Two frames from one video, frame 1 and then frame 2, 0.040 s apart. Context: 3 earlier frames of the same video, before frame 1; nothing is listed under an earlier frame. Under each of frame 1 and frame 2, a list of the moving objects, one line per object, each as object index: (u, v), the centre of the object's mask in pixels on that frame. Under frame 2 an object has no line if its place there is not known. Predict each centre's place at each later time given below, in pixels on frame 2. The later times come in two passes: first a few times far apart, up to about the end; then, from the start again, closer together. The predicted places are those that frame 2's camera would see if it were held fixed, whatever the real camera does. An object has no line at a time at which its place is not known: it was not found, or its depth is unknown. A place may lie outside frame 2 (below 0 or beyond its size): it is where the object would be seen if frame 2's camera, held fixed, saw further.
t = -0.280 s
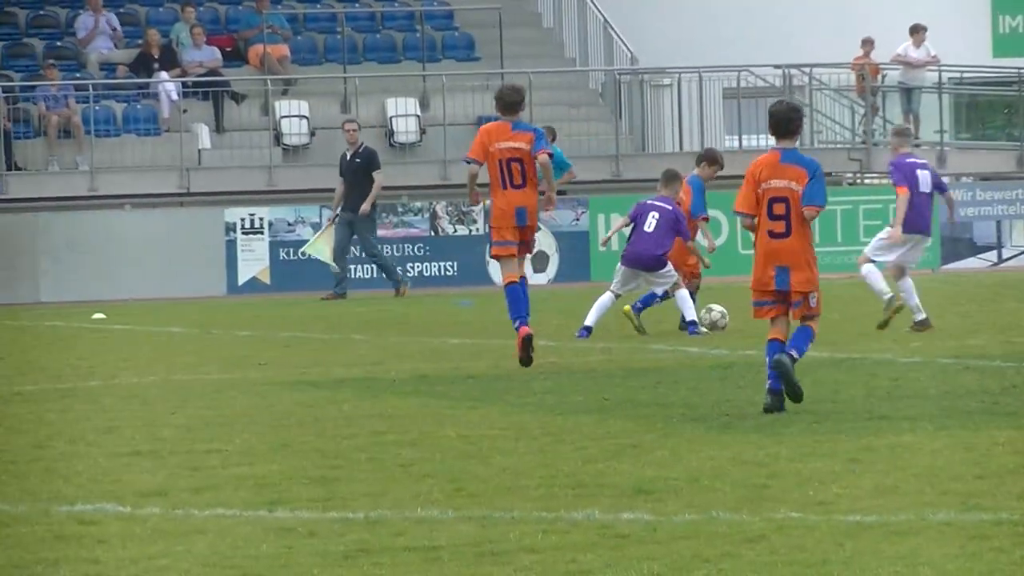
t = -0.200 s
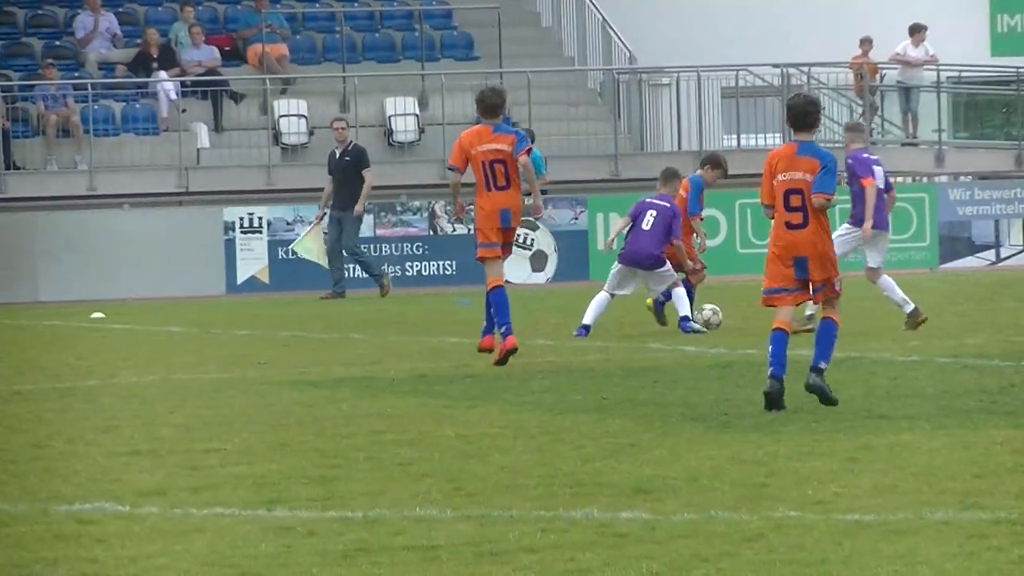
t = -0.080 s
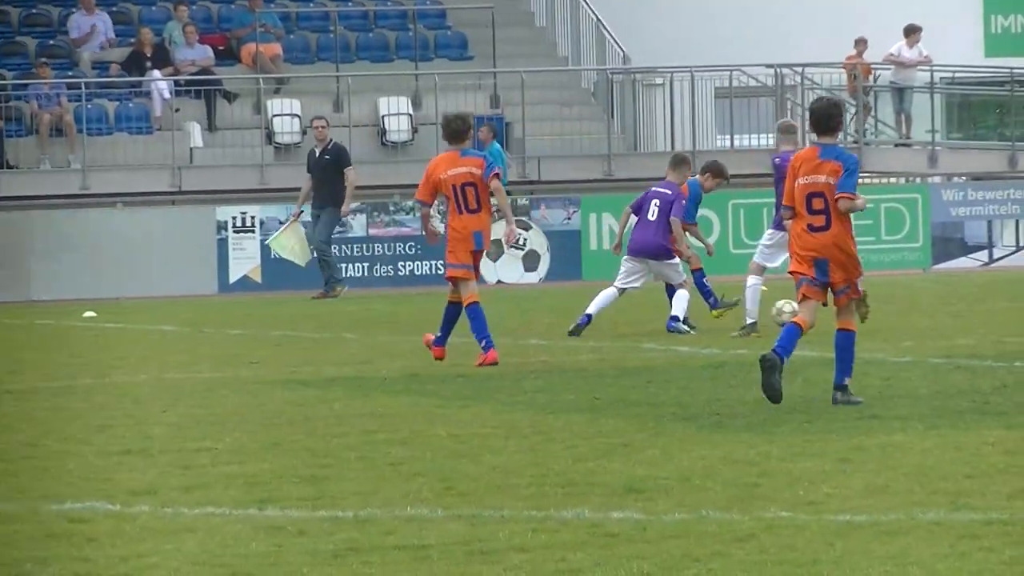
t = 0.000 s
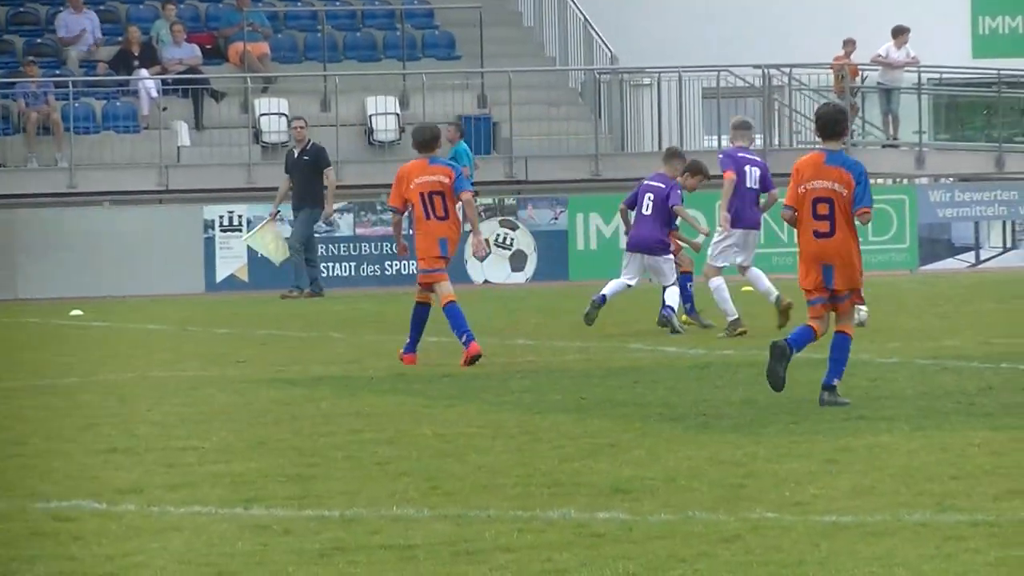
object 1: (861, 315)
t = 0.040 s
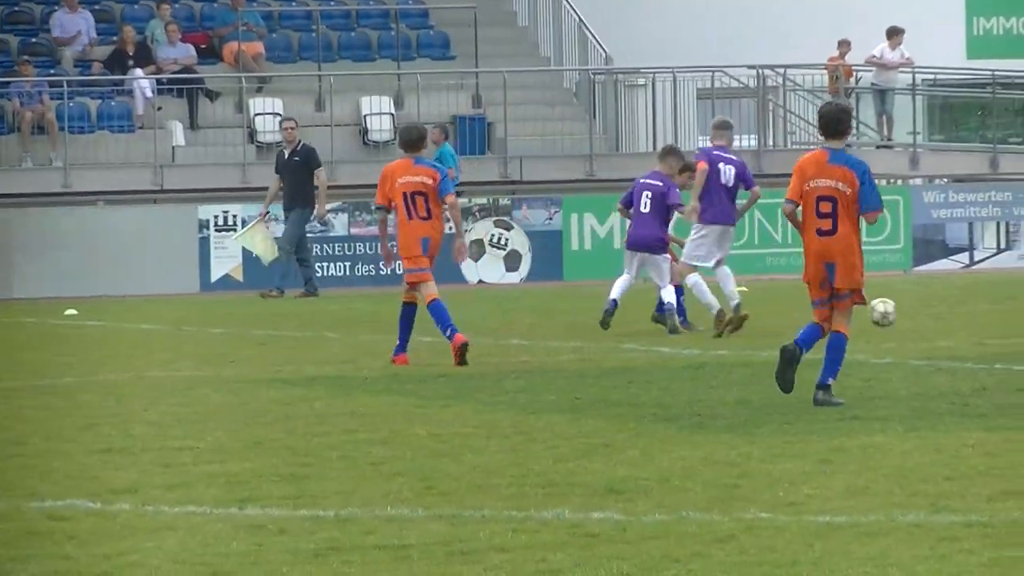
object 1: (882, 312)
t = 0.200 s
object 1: (1017, 313)
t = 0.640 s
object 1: (1307, 311)
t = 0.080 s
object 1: (916, 310)
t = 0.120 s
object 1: (949, 310)
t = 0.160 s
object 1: (985, 313)
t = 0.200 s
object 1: (1017, 313)
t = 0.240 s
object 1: (1045, 311)
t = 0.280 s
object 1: (1075, 310)
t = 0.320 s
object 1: (1103, 312)
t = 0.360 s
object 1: (1130, 312)
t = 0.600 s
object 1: (1281, 313)
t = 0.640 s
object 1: (1307, 311)
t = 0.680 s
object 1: (1332, 308)
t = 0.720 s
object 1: (1358, 309)
